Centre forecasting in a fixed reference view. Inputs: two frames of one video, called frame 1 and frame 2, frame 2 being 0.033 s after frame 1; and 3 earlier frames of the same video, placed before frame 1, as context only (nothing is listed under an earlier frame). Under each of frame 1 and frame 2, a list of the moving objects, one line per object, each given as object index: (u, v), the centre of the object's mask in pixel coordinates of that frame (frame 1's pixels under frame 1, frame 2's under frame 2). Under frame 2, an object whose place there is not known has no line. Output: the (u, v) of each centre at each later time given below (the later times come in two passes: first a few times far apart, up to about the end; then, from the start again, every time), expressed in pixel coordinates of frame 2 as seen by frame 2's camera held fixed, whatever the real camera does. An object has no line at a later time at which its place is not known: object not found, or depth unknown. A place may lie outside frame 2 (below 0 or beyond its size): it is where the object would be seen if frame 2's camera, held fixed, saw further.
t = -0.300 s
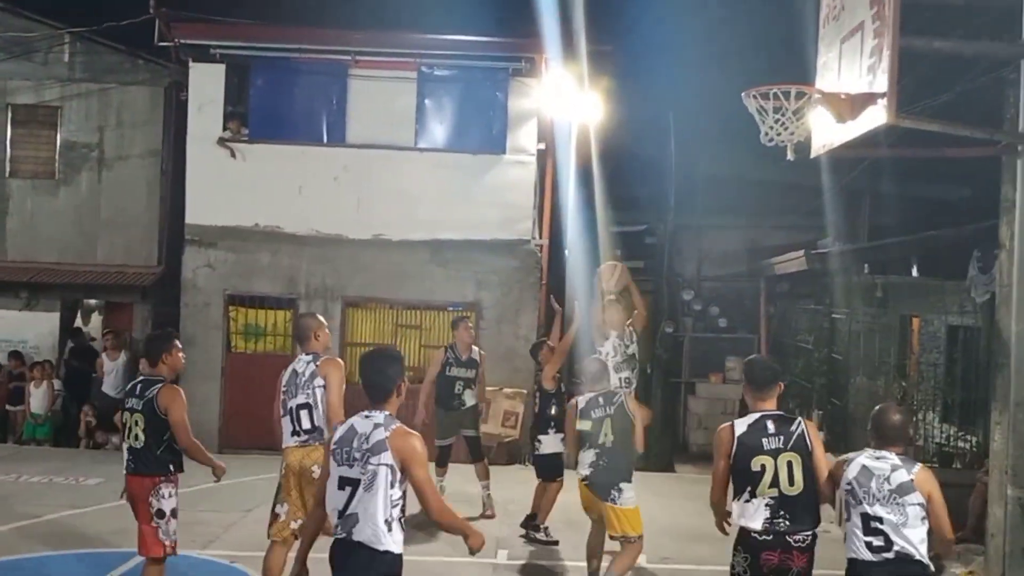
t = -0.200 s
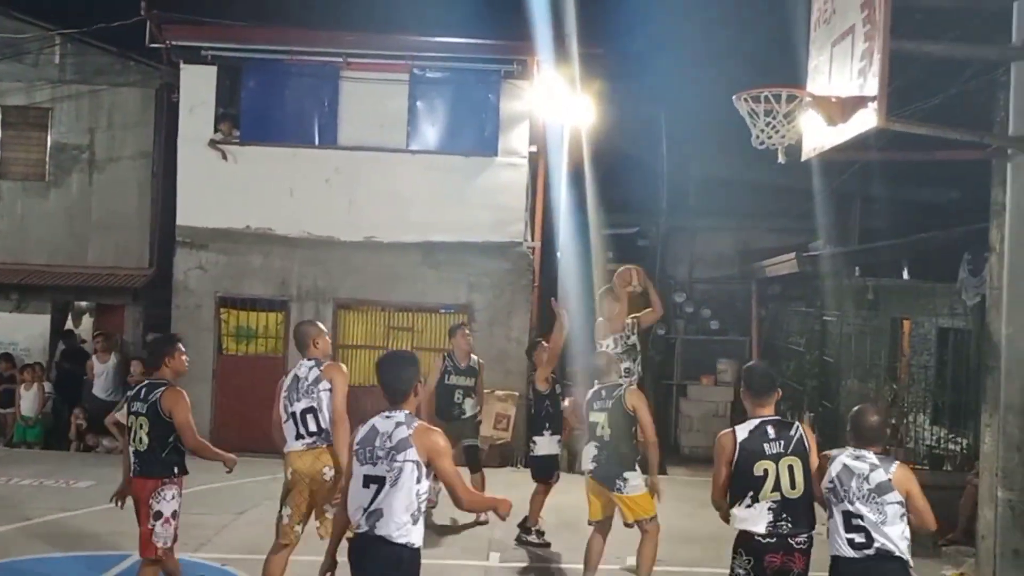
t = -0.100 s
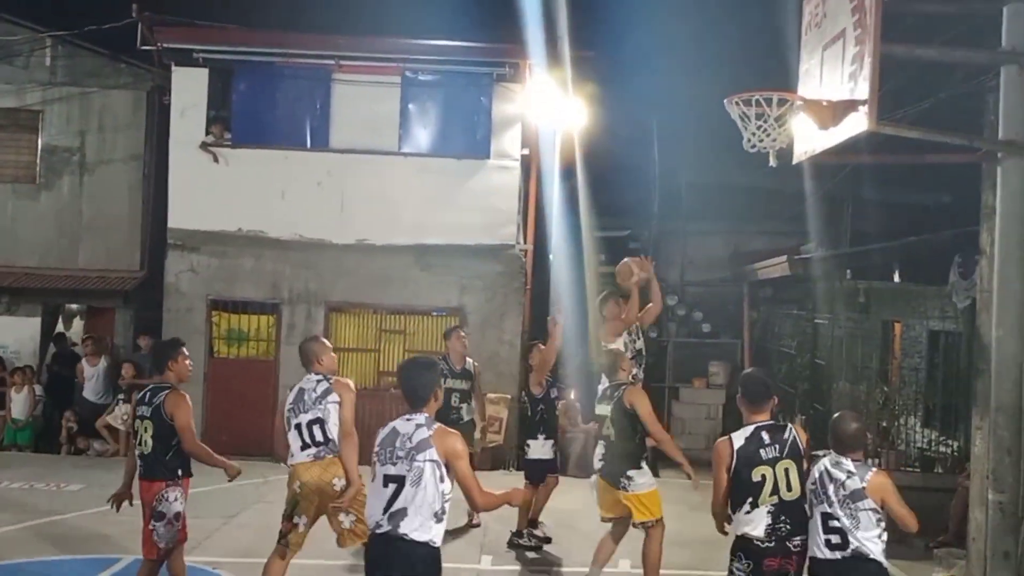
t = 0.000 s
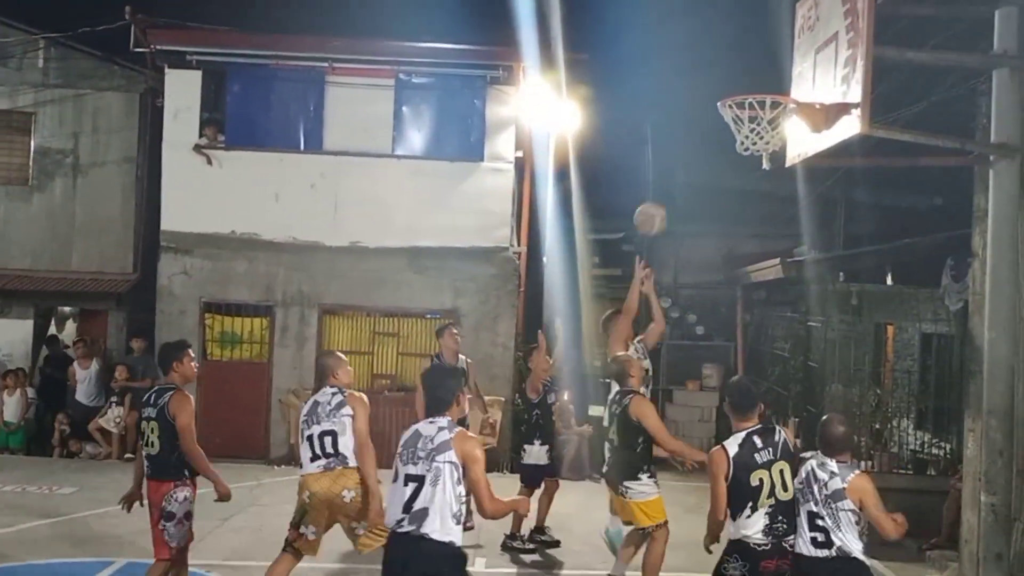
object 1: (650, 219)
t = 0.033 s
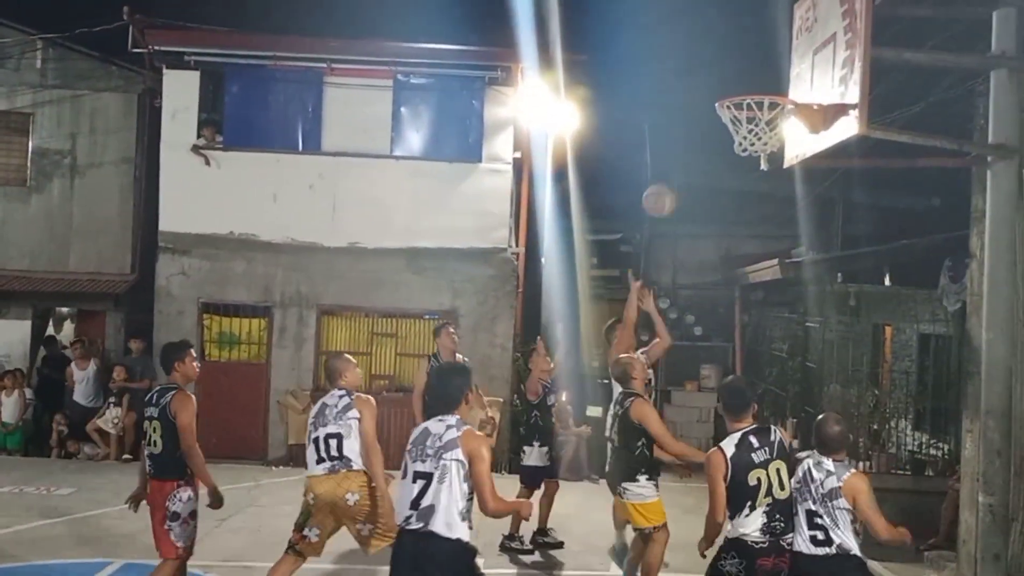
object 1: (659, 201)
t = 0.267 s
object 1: (736, 92)
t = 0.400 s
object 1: (787, 69)
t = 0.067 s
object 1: (670, 182)
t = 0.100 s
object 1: (680, 166)
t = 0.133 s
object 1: (691, 150)
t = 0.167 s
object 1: (702, 135)
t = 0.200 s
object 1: (709, 123)
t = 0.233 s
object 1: (718, 106)
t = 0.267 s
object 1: (736, 92)
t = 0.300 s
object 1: (750, 84)
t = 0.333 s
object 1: (762, 79)
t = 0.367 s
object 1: (774, 74)
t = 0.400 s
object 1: (787, 69)
